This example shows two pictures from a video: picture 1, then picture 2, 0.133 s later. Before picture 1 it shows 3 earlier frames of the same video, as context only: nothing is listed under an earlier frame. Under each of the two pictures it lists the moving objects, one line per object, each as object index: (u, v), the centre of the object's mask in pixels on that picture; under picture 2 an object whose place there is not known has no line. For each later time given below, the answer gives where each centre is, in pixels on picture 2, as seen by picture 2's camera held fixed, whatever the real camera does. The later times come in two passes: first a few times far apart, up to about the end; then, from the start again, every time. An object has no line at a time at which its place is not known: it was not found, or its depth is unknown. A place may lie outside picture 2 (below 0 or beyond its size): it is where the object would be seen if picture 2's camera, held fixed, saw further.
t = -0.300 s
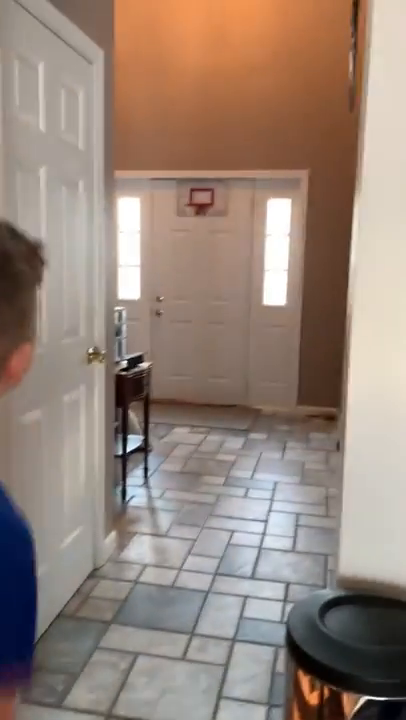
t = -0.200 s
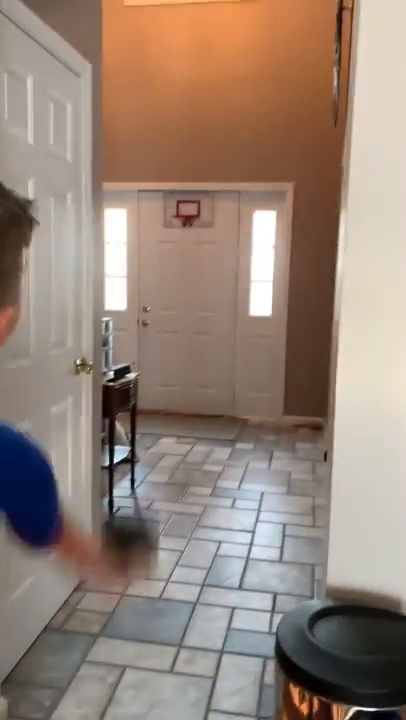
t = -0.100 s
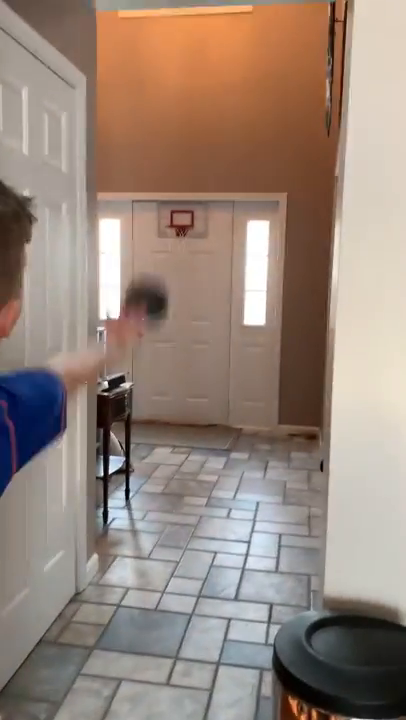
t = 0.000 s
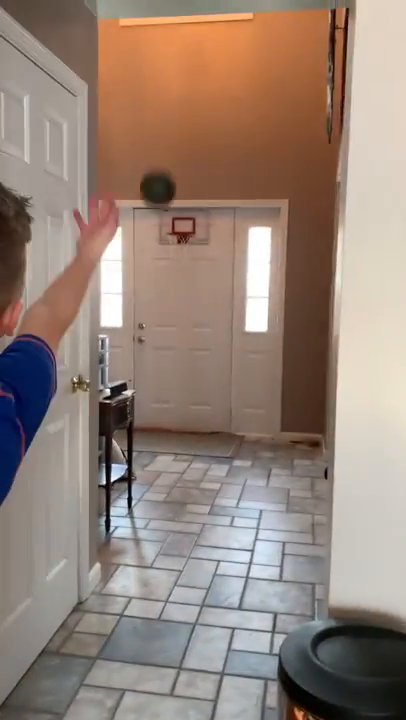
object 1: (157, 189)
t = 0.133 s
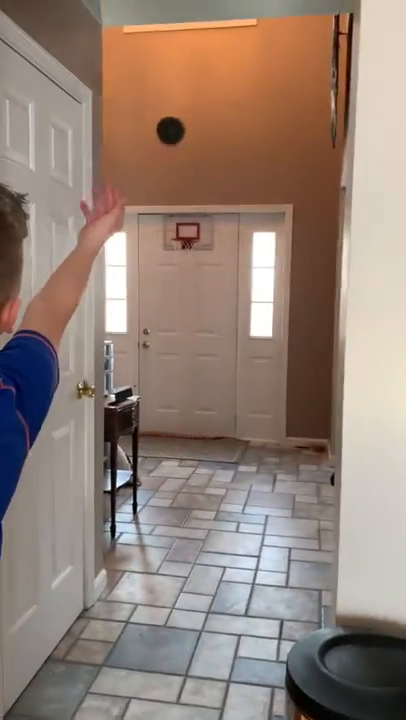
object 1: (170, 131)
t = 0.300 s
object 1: (177, 129)
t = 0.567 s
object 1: (181, 203)
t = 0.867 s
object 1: (182, 247)
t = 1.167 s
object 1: (173, 307)
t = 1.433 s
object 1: (165, 447)
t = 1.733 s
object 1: (166, 384)
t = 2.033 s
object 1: (166, 424)
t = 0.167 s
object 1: (172, 126)
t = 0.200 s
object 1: (173, 123)
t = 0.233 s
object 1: (175, 123)
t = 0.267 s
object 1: (176, 125)
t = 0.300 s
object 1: (177, 129)
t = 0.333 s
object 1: (177, 133)
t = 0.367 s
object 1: (178, 140)
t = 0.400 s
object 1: (179, 149)
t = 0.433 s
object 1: (180, 158)
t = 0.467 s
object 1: (180, 169)
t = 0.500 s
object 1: (181, 180)
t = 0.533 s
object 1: (181, 191)
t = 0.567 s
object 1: (181, 203)
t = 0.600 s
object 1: (182, 215)
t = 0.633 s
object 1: (182, 229)
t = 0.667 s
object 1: (183, 238)
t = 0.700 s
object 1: (183, 239)
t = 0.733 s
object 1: (183, 241)
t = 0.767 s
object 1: (183, 243)
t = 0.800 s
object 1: (183, 246)
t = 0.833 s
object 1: (183, 247)
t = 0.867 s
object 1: (182, 247)
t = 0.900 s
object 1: (182, 247)
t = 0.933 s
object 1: (180, 250)
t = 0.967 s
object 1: (178, 255)
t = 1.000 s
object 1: (177, 261)
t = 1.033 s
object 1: (177, 267)
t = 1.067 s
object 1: (176, 276)
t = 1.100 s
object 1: (175, 285)
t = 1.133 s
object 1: (174, 295)
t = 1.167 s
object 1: (173, 307)
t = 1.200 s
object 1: (172, 320)
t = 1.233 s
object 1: (171, 334)
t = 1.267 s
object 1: (170, 350)
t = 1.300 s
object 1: (169, 367)
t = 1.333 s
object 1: (168, 385)
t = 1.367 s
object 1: (167, 404)
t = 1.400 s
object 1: (166, 425)
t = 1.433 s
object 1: (165, 447)
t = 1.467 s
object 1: (165, 440)
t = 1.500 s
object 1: (165, 428)
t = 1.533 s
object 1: (165, 418)
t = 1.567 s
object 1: (166, 410)
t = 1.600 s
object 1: (166, 402)
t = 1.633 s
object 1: (166, 396)
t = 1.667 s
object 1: (166, 391)
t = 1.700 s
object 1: (166, 387)
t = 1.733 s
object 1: (166, 384)
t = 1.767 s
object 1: (167, 383)
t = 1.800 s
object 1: (167, 383)
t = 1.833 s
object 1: (167, 385)
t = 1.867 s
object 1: (167, 388)
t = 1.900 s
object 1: (167, 393)
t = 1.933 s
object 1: (167, 399)
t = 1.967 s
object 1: (168, 406)
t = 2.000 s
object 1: (168, 414)
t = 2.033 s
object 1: (166, 424)
